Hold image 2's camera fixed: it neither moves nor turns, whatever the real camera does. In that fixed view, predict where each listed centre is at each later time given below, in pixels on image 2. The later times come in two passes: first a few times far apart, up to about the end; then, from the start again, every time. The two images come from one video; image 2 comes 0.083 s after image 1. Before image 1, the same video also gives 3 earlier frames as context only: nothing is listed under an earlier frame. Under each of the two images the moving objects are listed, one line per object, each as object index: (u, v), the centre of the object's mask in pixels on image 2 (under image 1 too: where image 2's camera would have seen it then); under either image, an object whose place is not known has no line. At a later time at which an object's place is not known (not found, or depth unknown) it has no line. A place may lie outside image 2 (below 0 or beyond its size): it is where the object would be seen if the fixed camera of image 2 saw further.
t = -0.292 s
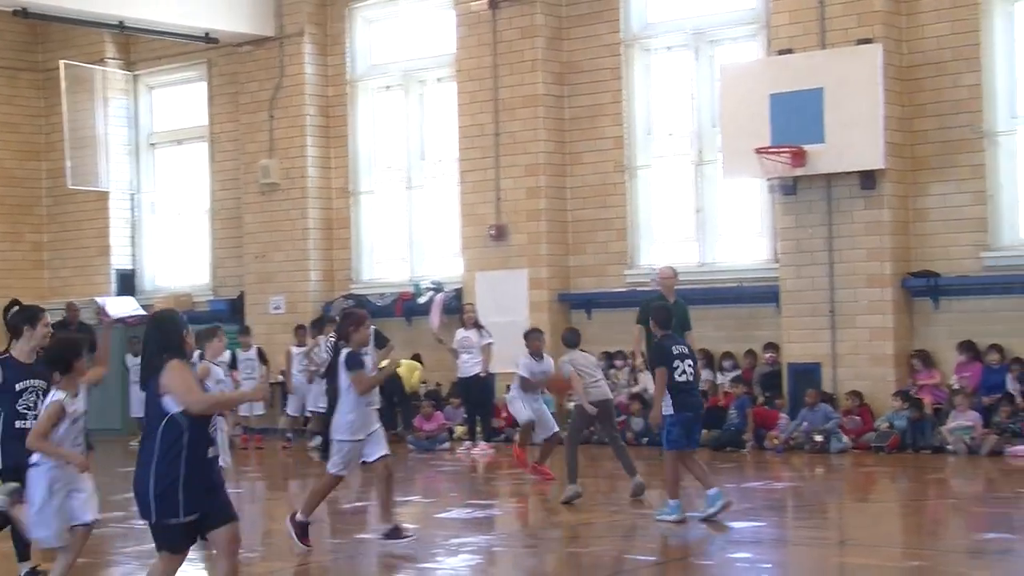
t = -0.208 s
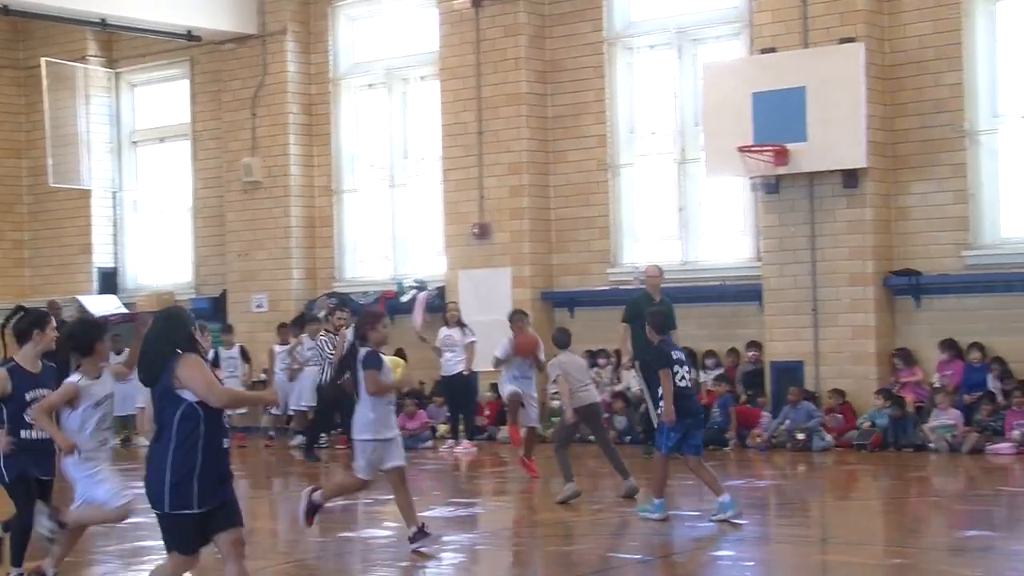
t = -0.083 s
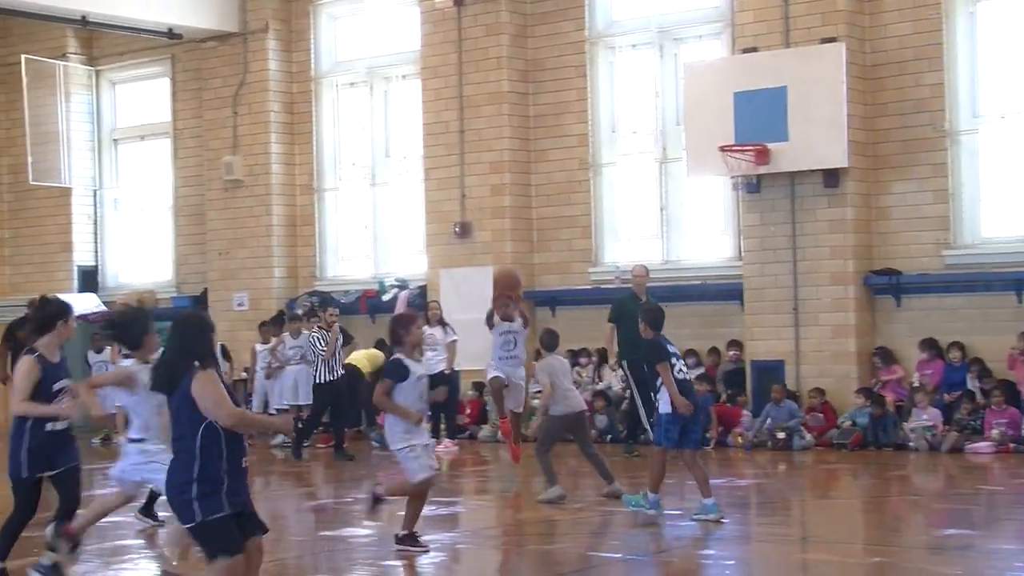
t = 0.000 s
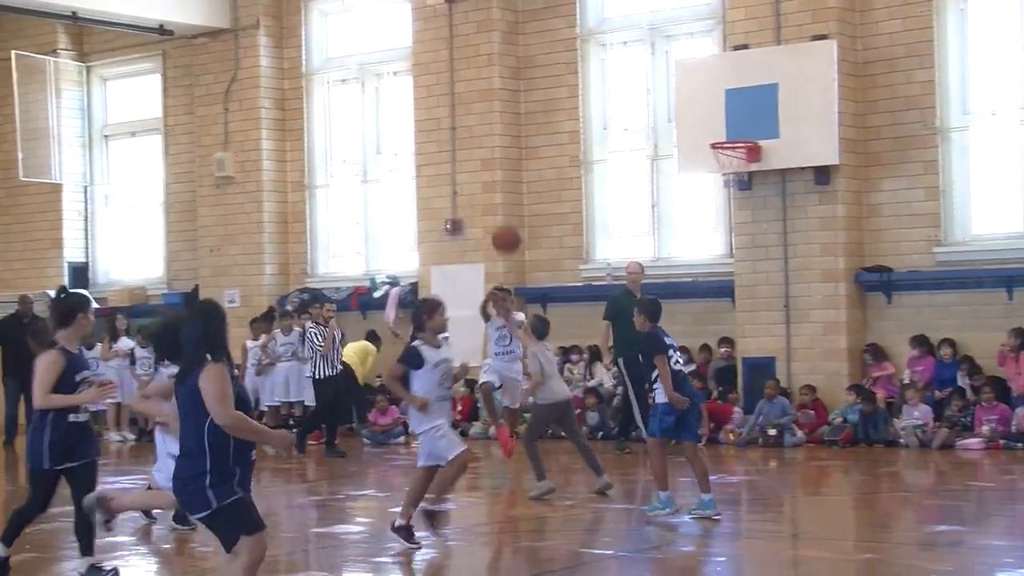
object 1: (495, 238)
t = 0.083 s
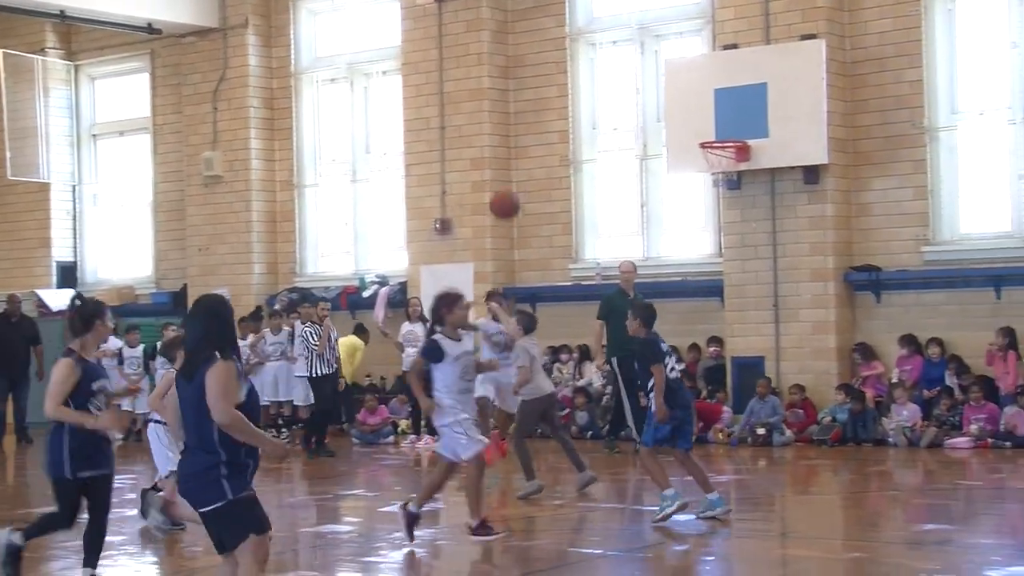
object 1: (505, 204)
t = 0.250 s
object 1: (525, 156)
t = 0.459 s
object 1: (557, 143)
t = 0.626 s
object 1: (590, 182)
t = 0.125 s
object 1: (509, 190)
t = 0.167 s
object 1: (514, 176)
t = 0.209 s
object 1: (519, 165)
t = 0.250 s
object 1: (525, 156)
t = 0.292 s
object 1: (531, 148)
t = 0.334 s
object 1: (537, 143)
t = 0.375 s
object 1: (544, 141)
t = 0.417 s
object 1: (550, 141)
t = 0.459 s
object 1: (557, 143)
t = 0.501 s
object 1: (565, 148)
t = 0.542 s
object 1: (573, 156)
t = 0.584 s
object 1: (581, 167)
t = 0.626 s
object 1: (590, 182)
